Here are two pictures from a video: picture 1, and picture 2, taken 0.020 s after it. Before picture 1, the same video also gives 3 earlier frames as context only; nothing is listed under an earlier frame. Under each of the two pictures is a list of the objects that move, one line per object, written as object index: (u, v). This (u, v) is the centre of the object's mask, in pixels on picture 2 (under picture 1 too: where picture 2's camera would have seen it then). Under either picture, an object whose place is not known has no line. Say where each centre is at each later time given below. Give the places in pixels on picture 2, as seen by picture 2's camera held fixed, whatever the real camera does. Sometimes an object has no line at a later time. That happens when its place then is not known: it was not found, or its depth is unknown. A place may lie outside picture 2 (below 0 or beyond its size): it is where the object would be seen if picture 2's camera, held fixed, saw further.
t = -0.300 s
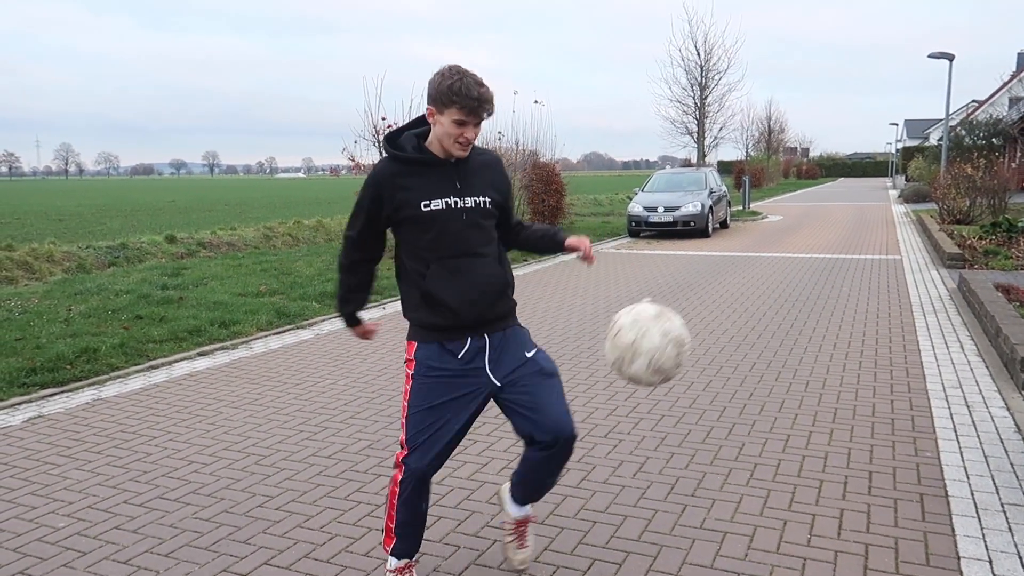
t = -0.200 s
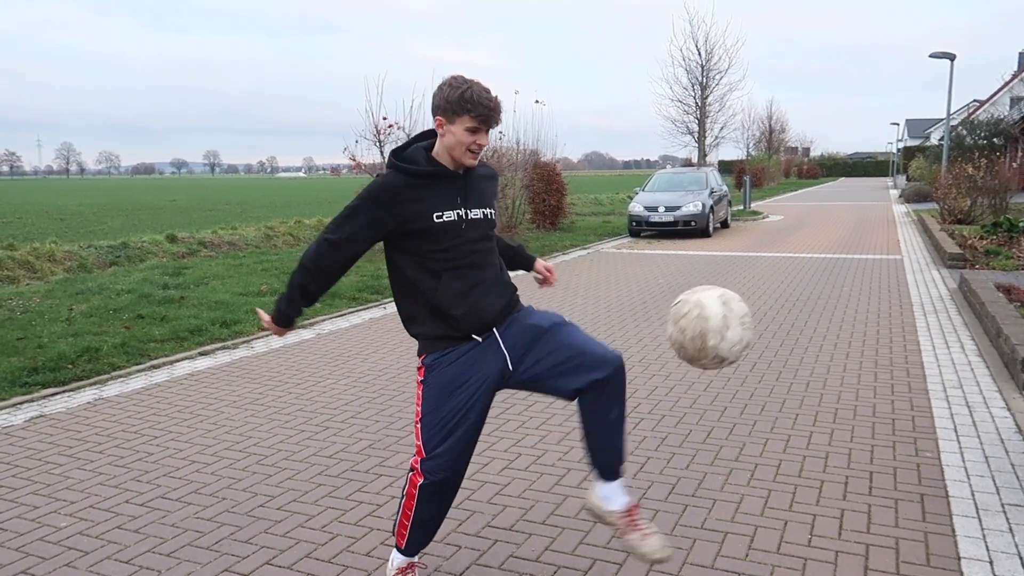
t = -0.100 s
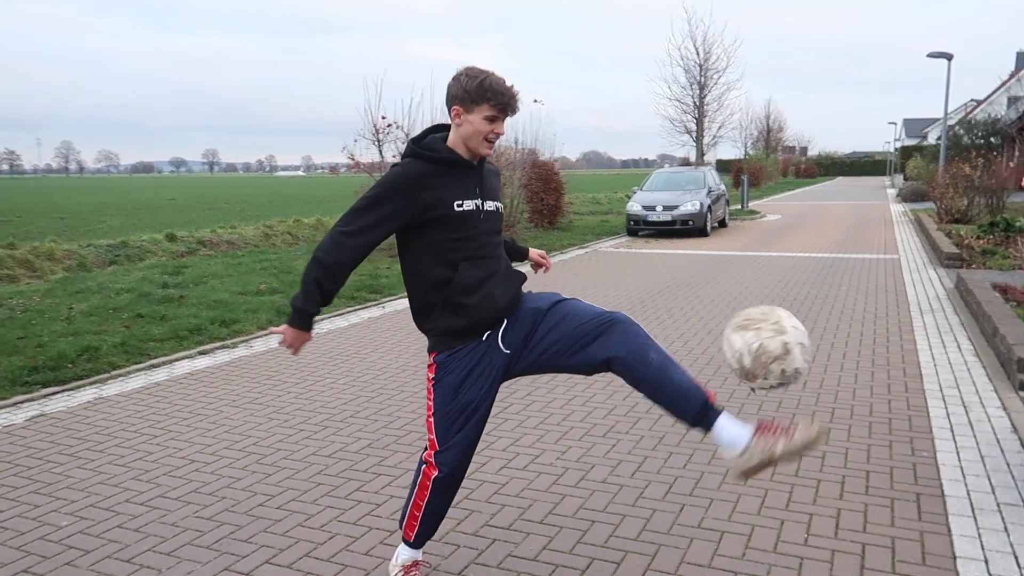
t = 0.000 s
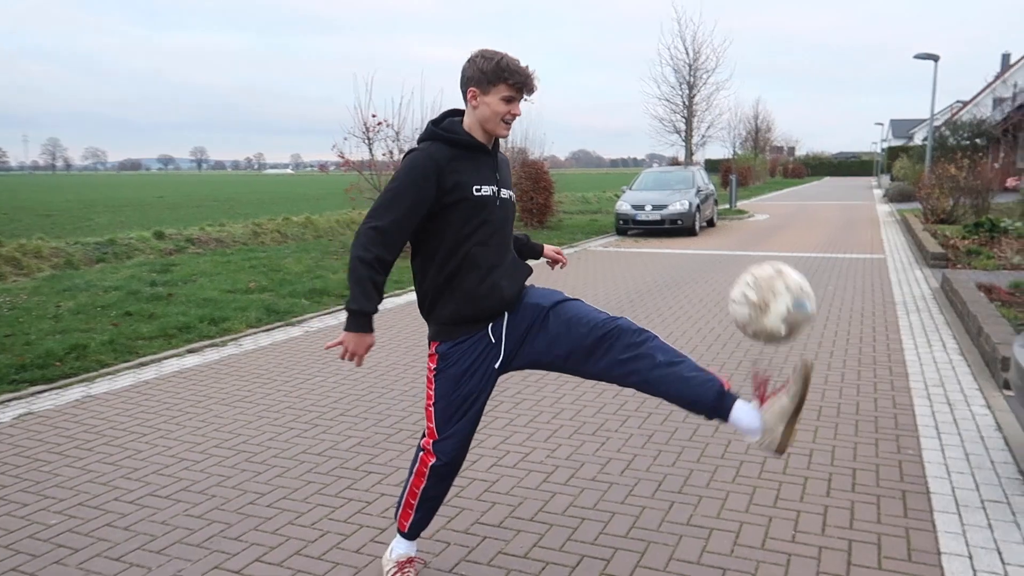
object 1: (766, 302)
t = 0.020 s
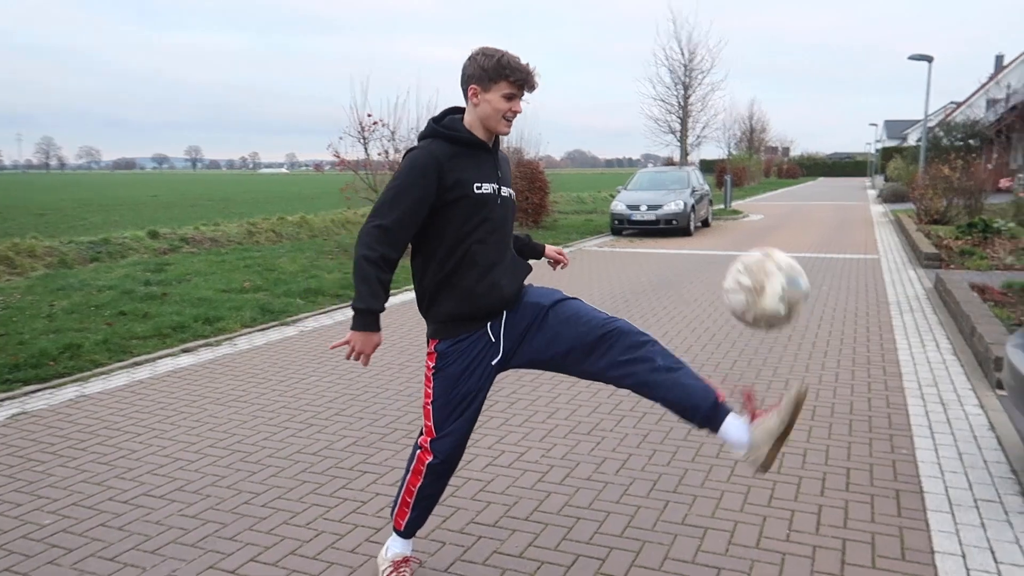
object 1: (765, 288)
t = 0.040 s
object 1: (765, 276)
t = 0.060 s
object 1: (764, 266)
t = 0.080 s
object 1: (763, 255)
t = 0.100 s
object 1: (762, 248)
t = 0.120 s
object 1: (761, 241)
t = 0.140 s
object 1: (760, 236)
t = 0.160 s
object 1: (758, 232)
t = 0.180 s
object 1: (756, 229)
